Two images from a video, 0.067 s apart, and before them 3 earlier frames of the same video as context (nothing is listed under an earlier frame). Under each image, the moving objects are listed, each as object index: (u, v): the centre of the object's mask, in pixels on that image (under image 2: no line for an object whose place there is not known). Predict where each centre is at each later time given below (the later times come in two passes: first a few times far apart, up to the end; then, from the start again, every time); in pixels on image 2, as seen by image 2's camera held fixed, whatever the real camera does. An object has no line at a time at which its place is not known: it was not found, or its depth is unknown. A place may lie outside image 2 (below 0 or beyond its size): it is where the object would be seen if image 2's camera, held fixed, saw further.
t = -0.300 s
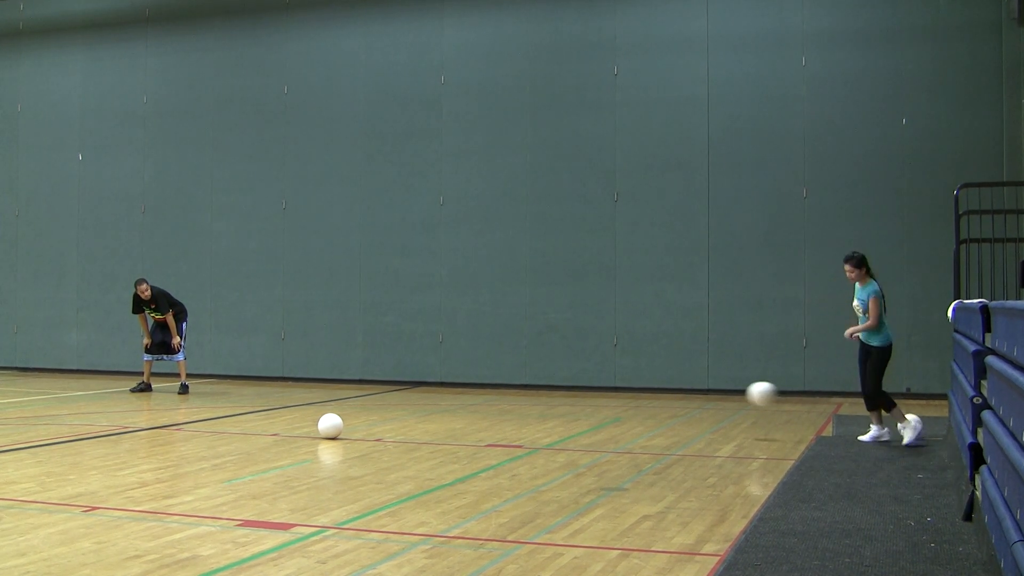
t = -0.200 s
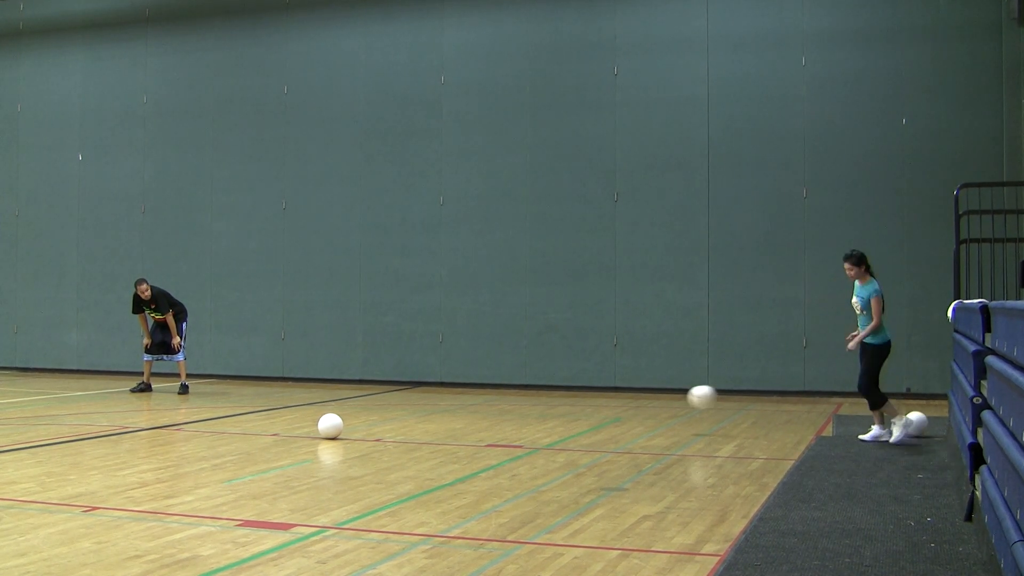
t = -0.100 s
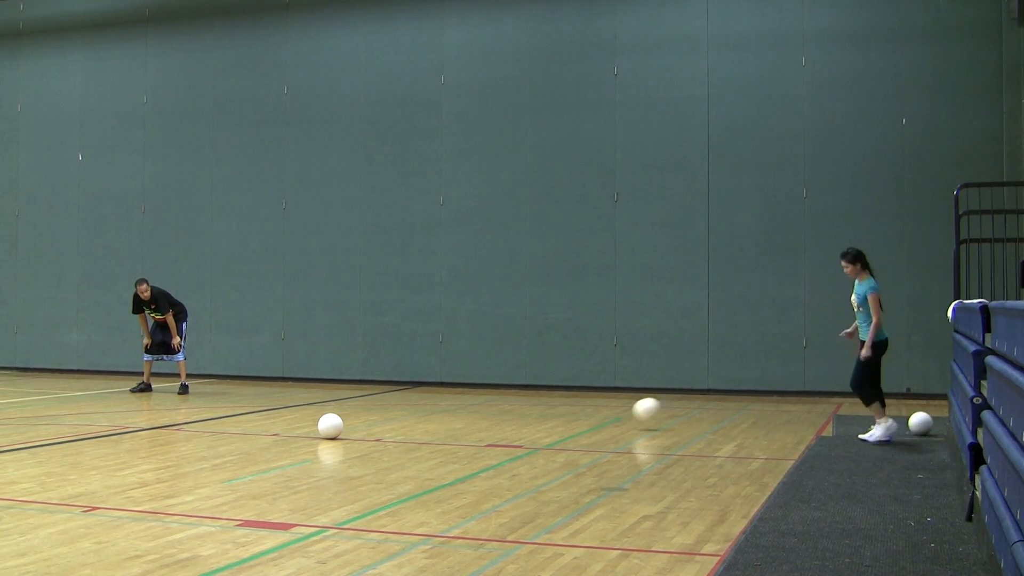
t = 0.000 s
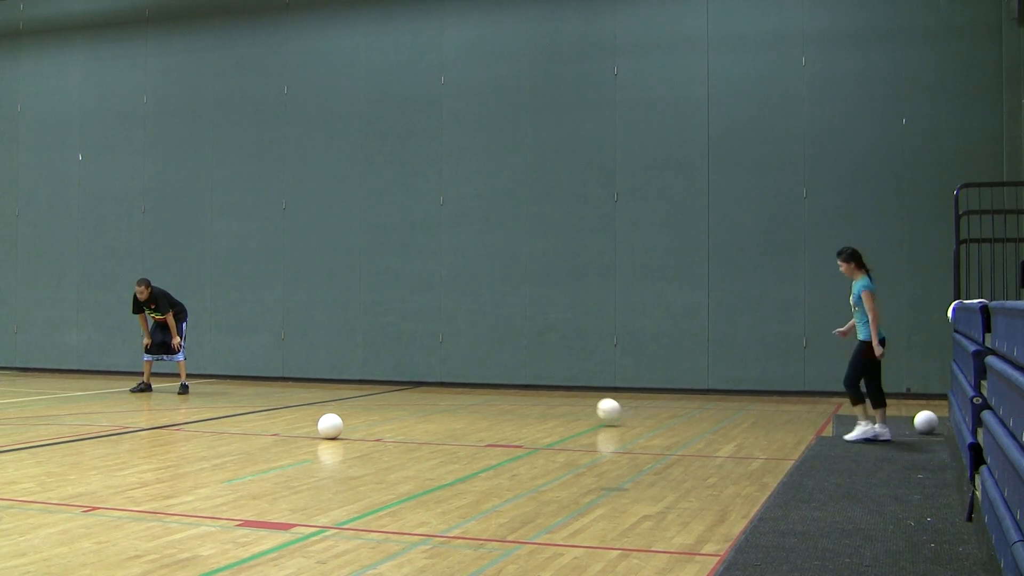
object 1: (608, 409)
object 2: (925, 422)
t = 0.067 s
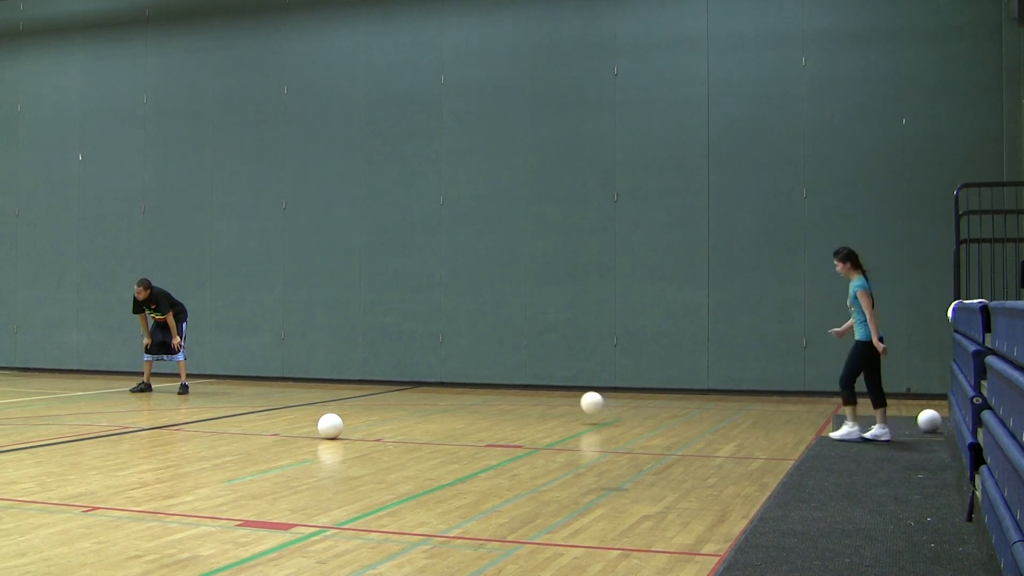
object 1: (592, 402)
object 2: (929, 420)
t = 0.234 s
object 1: (553, 406)
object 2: (937, 419)
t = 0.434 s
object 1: (519, 401)
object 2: (942, 416)
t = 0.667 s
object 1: (484, 400)
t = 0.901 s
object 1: (454, 397)
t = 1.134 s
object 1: (429, 393)
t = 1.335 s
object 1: (409, 391)
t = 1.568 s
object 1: (388, 387)
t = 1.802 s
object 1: (369, 385)
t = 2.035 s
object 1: (352, 382)
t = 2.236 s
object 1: (338, 380)
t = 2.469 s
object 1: (323, 378)
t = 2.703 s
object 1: (309, 375)
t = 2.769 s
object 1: (302, 376)
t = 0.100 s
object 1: (584, 401)
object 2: (930, 420)
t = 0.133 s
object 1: (576, 400)
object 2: (932, 420)
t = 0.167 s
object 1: (568, 401)
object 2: (934, 419)
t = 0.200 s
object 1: (560, 403)
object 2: (935, 419)
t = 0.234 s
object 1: (553, 406)
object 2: (937, 419)
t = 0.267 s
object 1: (546, 409)
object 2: (938, 418)
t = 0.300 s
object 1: (540, 405)
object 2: (939, 418)
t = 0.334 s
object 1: (535, 403)
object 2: (940, 417)
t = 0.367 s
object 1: (528, 401)
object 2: (940, 417)
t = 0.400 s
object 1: (524, 400)
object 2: (941, 416)
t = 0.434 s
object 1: (519, 401)
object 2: (942, 416)
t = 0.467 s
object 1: (513, 402)
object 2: (943, 416)
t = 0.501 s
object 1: (508, 404)
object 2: (943, 416)
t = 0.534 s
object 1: (503, 402)
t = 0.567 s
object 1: (498, 401)
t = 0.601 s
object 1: (493, 401)
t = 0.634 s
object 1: (488, 401)
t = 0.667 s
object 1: (484, 400)
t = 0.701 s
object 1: (479, 399)
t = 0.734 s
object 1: (475, 399)
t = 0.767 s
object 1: (470, 399)
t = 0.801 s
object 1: (466, 398)
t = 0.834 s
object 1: (462, 397)
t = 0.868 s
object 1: (458, 397)
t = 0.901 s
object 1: (454, 397)
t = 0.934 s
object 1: (450, 396)
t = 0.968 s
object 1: (447, 396)
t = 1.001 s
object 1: (443, 395)
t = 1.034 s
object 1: (439, 395)
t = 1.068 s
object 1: (435, 394)
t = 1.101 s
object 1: (432, 393)
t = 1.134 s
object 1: (429, 393)
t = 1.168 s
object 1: (425, 393)
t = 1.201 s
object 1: (422, 392)
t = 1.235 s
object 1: (418, 392)
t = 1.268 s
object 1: (415, 392)
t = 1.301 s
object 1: (412, 391)
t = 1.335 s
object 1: (409, 391)
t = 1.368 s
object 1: (405, 390)
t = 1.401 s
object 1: (403, 390)
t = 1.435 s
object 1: (399, 389)
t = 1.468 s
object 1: (397, 389)
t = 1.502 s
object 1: (394, 388)
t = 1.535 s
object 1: (391, 388)
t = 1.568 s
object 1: (388, 387)
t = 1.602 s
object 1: (385, 387)
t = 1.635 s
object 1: (382, 386)
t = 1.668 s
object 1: (379, 386)
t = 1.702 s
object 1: (377, 386)
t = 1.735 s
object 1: (374, 385)
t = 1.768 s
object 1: (372, 385)
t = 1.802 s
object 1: (369, 385)
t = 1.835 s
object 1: (366, 384)
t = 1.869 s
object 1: (364, 383)
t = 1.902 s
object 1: (361, 383)
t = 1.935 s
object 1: (359, 383)
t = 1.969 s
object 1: (356, 383)
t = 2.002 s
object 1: (354, 382)
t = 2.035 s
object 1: (352, 382)
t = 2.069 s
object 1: (349, 381)
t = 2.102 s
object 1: (347, 381)
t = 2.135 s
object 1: (345, 381)
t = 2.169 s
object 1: (343, 381)
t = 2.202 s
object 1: (340, 380)
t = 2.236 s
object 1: (338, 380)
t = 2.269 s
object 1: (336, 380)
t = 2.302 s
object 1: (333, 379)
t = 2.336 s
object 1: (331, 379)
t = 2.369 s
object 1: (329, 379)
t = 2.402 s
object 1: (327, 378)
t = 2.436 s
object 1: (325, 378)
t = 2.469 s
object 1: (323, 378)
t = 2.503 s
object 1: (321, 378)
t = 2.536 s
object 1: (319, 377)
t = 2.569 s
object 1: (317, 377)
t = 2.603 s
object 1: (315, 377)
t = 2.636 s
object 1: (313, 376)
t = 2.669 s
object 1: (311, 376)
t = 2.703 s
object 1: (309, 375)
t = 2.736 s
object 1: (305, 376)
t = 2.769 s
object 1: (302, 376)
